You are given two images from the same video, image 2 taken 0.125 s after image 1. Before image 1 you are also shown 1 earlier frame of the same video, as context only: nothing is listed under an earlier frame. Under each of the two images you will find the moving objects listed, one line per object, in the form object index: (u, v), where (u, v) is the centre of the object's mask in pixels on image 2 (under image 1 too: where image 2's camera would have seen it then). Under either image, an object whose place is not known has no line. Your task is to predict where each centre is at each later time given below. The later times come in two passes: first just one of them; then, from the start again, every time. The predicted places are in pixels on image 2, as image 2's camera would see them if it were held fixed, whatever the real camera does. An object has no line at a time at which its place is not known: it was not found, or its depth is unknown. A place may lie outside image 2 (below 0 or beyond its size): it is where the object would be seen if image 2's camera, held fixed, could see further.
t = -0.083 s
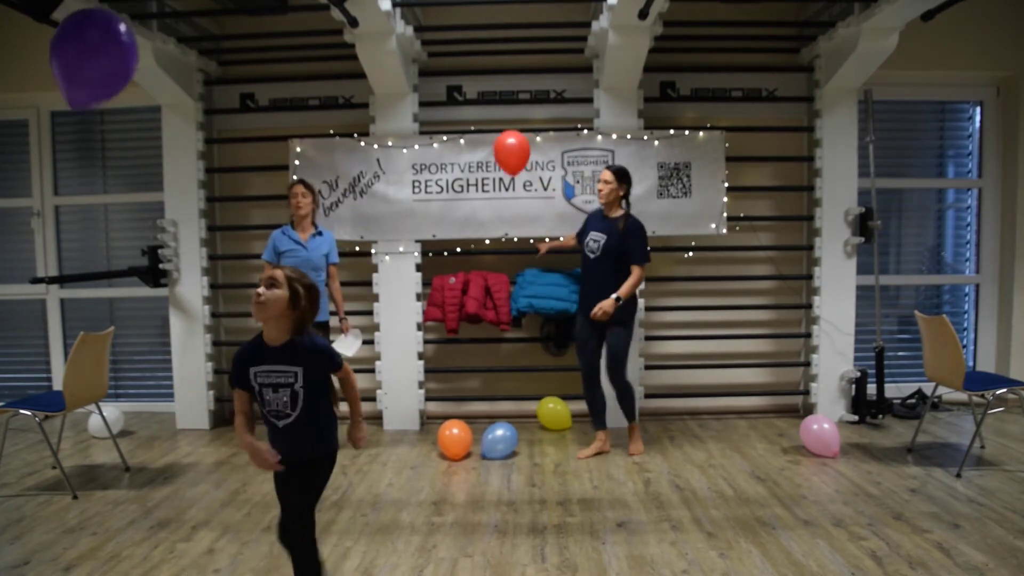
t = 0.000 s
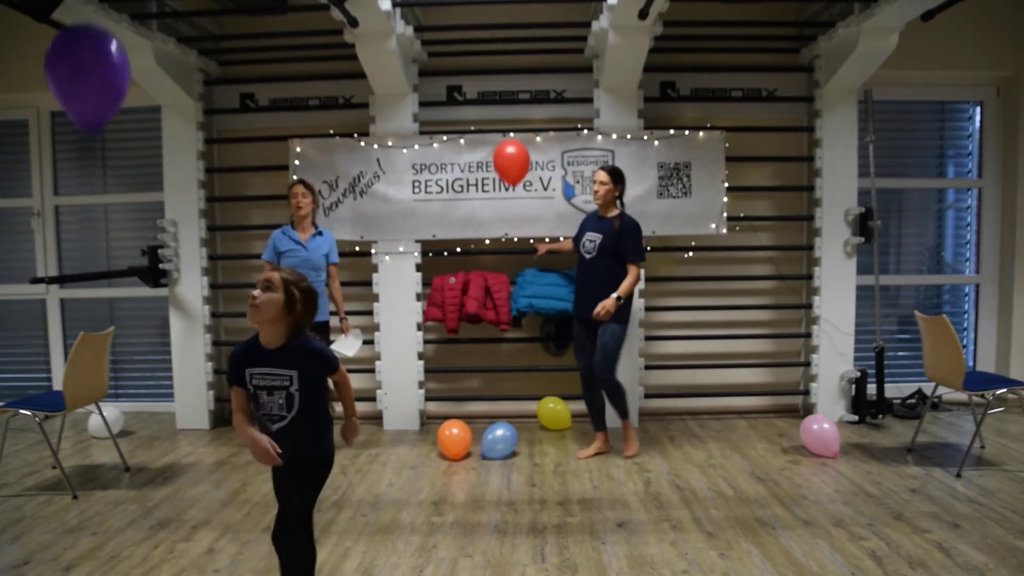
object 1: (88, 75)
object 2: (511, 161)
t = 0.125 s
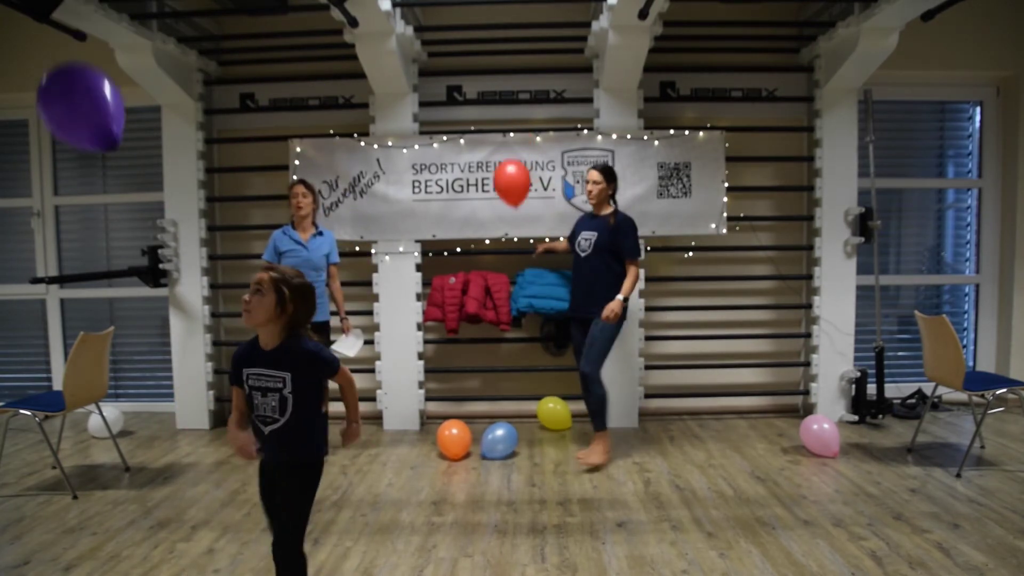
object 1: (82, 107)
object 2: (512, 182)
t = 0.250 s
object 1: (78, 148)
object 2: (513, 208)
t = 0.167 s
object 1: (80, 119)
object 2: (512, 190)
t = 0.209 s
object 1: (79, 133)
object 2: (513, 198)
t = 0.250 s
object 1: (78, 148)
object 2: (513, 208)
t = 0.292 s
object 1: (77, 164)
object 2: (514, 218)
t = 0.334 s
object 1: (77, 179)
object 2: (514, 228)
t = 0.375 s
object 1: (76, 196)
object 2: (514, 238)
